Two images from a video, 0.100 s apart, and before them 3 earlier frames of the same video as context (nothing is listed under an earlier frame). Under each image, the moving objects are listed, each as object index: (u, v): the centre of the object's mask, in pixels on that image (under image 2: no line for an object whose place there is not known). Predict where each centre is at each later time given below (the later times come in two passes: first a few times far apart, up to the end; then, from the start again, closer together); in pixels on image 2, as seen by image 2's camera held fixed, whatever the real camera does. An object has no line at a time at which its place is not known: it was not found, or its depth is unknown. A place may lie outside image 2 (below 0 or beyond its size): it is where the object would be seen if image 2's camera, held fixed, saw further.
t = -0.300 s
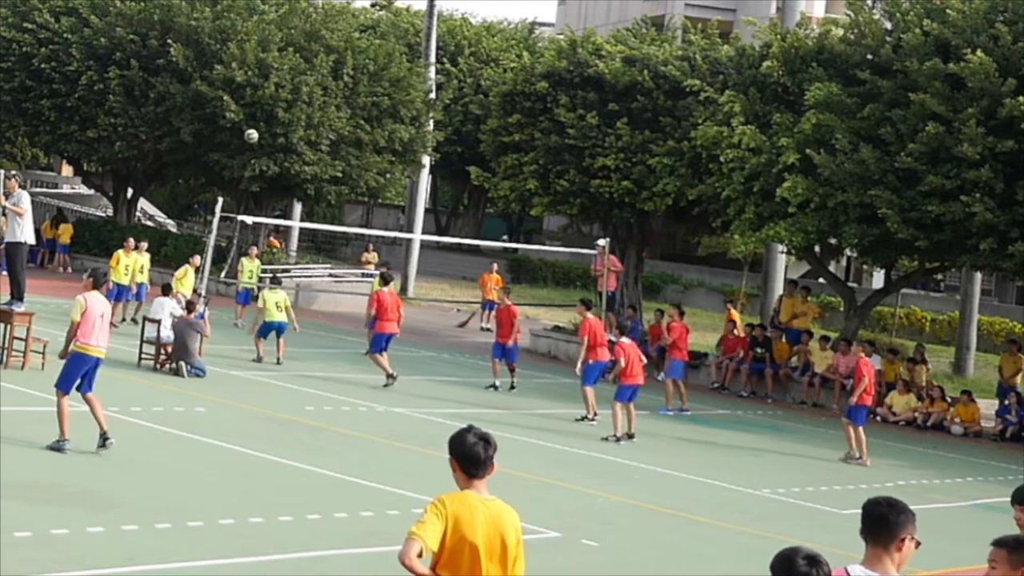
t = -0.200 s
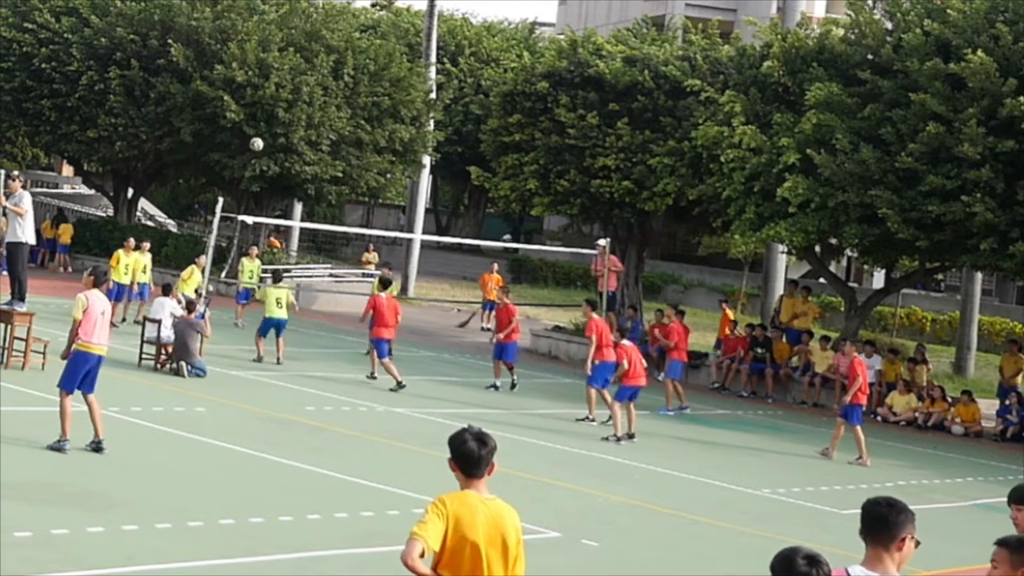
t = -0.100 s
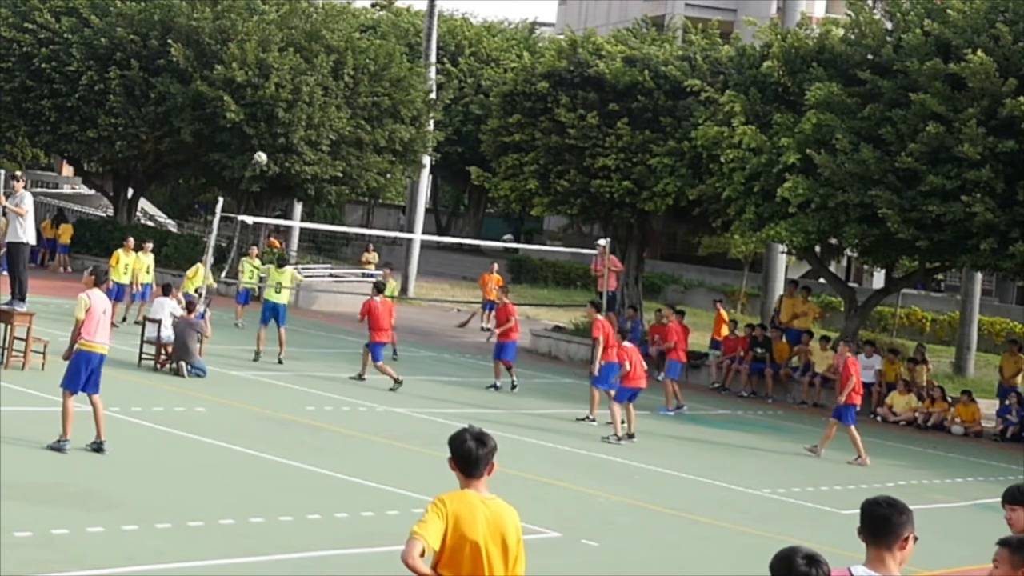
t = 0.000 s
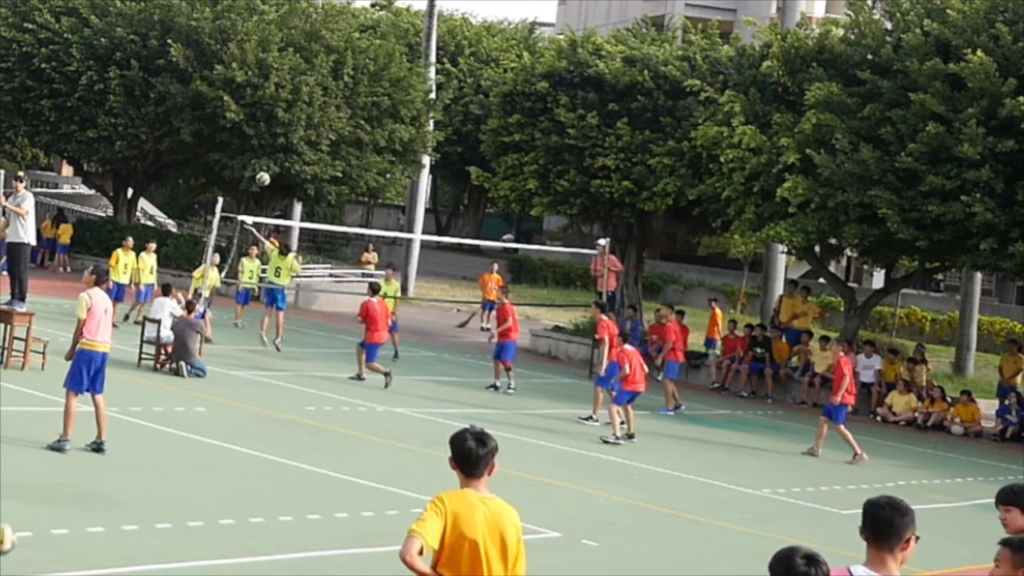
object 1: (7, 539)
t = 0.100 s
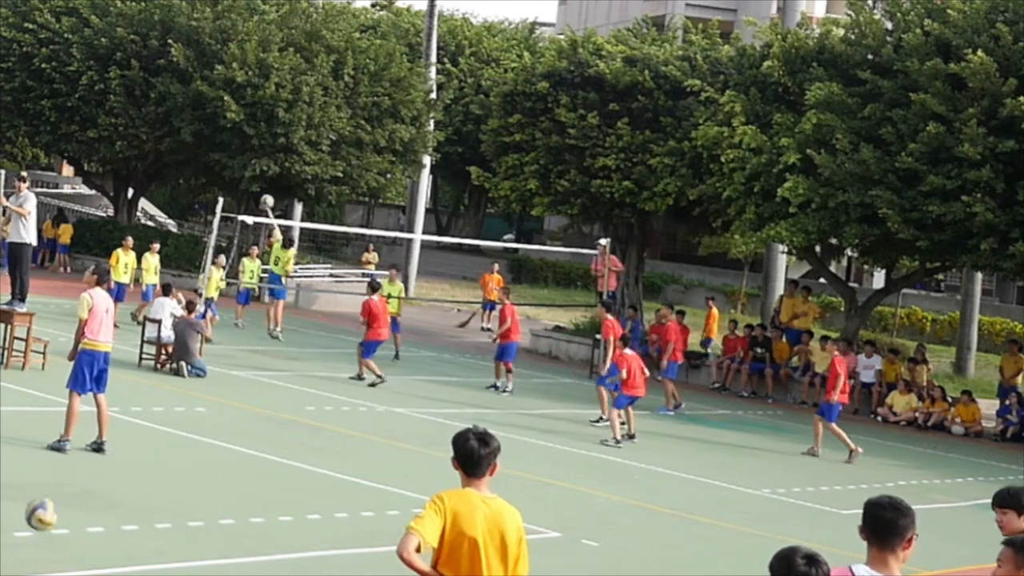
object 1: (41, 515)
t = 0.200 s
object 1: (78, 506)
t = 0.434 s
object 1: (155, 537)
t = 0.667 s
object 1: (238, 552)
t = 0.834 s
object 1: (295, 545)
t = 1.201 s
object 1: (421, 570)
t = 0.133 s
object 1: (48, 512)
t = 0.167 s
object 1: (64, 508)
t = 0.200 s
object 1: (78, 506)
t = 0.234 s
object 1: (86, 506)
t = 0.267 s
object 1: (100, 507)
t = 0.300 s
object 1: (113, 510)
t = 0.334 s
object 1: (121, 513)
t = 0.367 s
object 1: (135, 521)
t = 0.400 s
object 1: (148, 531)
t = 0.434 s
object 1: (155, 537)
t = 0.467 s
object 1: (168, 551)
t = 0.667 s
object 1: (238, 552)
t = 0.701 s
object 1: (252, 547)
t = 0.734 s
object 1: (260, 544)
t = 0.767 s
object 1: (274, 543)
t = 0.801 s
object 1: (288, 544)
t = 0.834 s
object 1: (295, 545)
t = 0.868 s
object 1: (308, 549)
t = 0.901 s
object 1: (320, 556)
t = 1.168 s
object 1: (407, 572)
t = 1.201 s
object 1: (421, 570)
